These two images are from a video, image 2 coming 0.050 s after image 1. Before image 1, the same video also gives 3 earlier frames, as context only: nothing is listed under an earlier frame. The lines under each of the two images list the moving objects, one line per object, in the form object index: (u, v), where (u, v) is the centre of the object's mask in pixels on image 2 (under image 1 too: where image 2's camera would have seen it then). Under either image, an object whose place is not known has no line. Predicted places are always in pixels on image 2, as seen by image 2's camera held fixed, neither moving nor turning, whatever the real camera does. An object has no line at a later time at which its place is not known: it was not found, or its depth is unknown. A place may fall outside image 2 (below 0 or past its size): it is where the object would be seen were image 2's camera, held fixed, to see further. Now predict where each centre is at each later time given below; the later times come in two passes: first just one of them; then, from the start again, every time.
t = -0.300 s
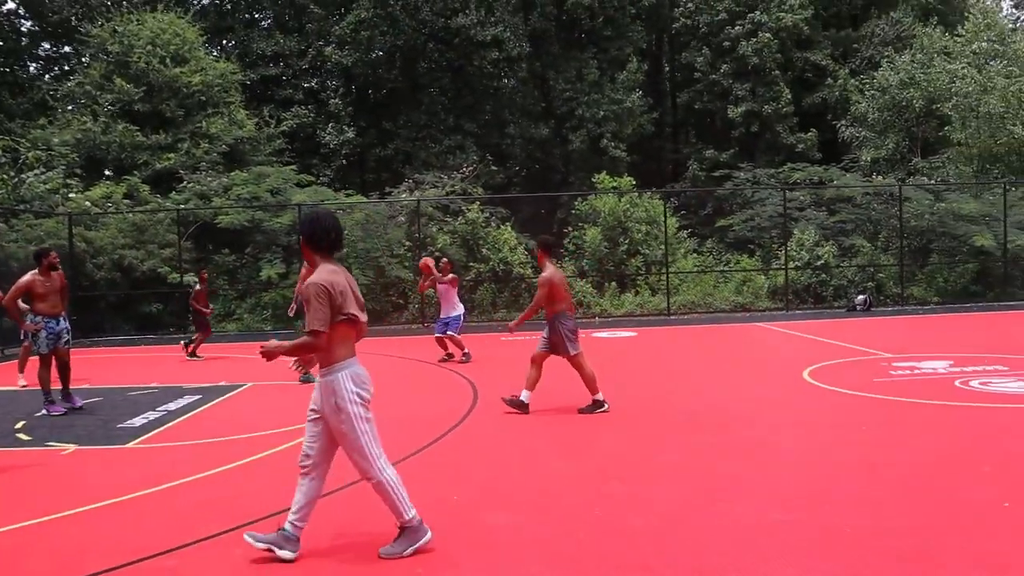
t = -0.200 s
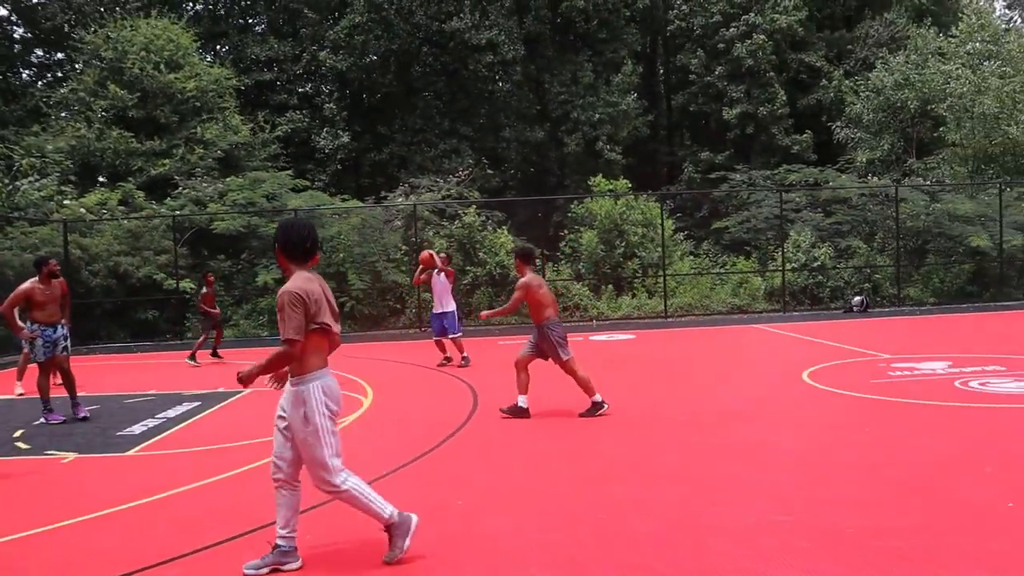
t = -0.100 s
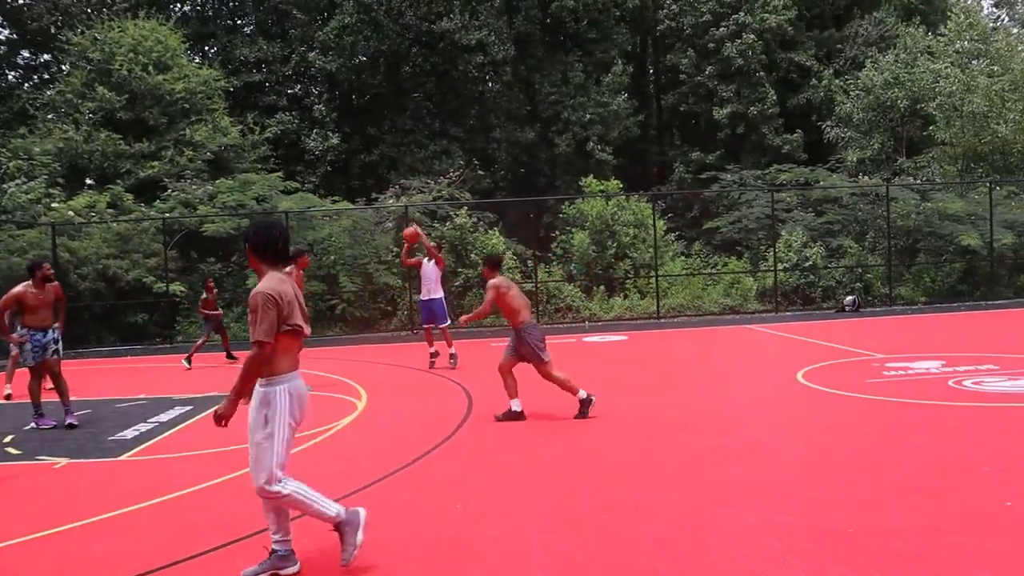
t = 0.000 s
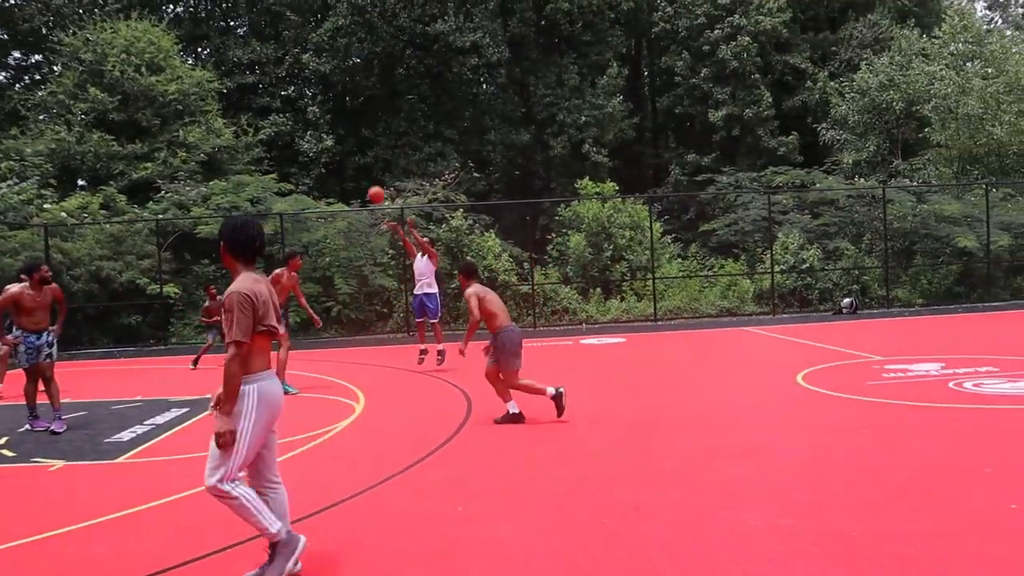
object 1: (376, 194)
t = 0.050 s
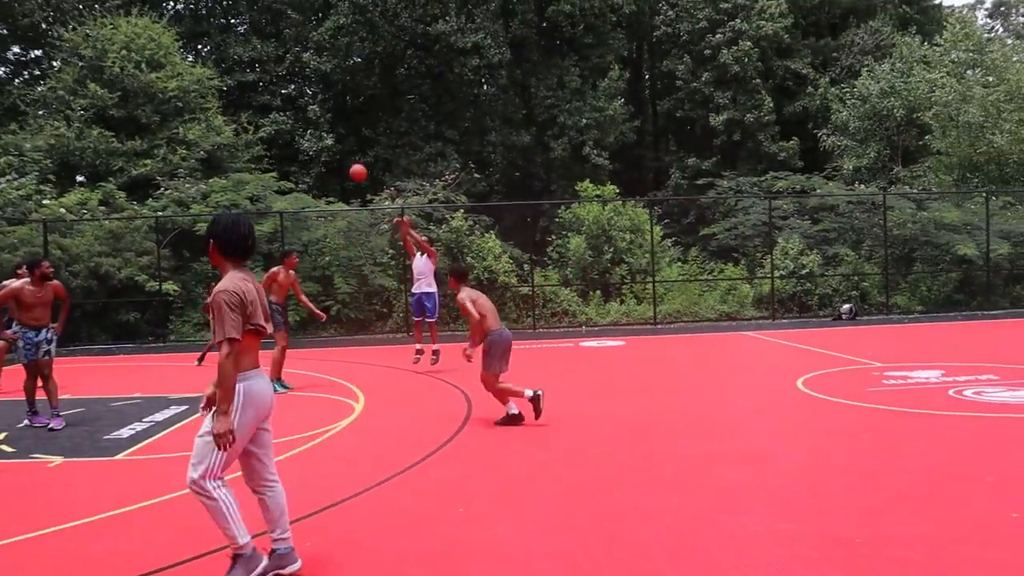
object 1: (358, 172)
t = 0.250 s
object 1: (284, 100)
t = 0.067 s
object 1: (352, 165)
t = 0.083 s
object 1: (346, 159)
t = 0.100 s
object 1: (340, 152)
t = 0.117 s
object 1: (334, 146)
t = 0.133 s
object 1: (327, 139)
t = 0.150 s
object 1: (322, 133)
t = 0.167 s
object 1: (315, 127)
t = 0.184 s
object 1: (309, 121)
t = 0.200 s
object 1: (303, 116)
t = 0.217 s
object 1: (297, 110)
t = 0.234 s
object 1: (290, 105)
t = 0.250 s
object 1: (284, 100)
